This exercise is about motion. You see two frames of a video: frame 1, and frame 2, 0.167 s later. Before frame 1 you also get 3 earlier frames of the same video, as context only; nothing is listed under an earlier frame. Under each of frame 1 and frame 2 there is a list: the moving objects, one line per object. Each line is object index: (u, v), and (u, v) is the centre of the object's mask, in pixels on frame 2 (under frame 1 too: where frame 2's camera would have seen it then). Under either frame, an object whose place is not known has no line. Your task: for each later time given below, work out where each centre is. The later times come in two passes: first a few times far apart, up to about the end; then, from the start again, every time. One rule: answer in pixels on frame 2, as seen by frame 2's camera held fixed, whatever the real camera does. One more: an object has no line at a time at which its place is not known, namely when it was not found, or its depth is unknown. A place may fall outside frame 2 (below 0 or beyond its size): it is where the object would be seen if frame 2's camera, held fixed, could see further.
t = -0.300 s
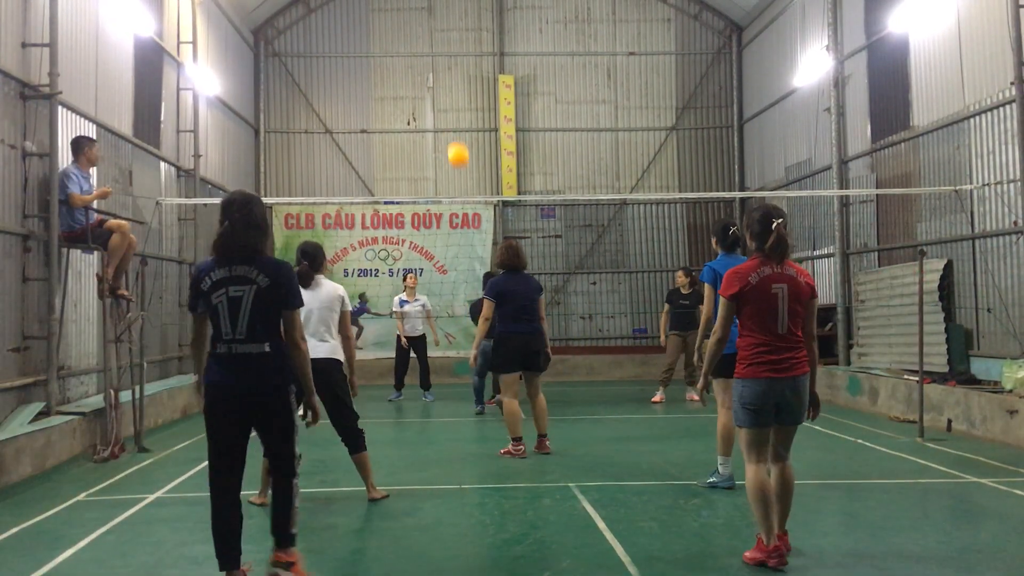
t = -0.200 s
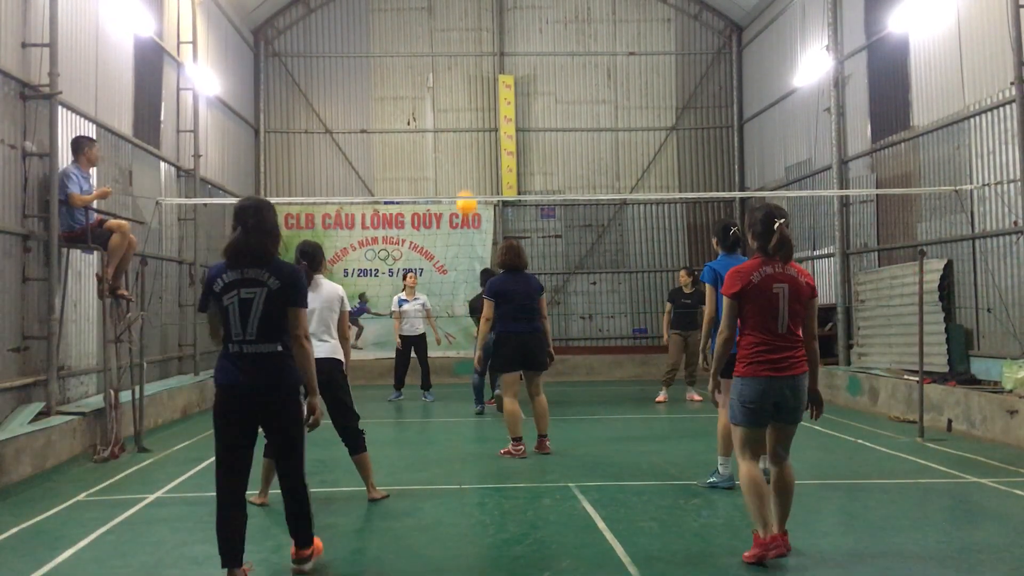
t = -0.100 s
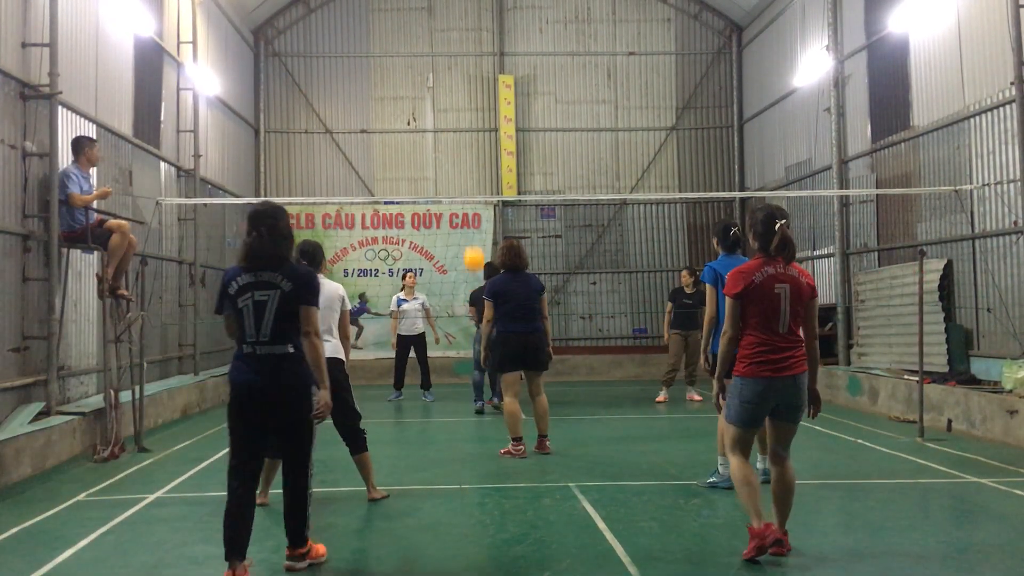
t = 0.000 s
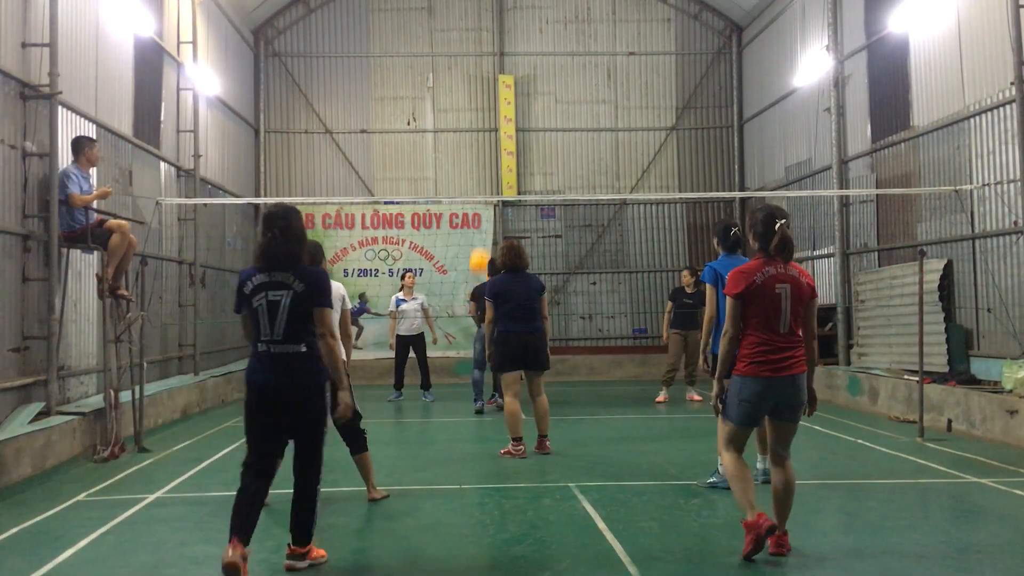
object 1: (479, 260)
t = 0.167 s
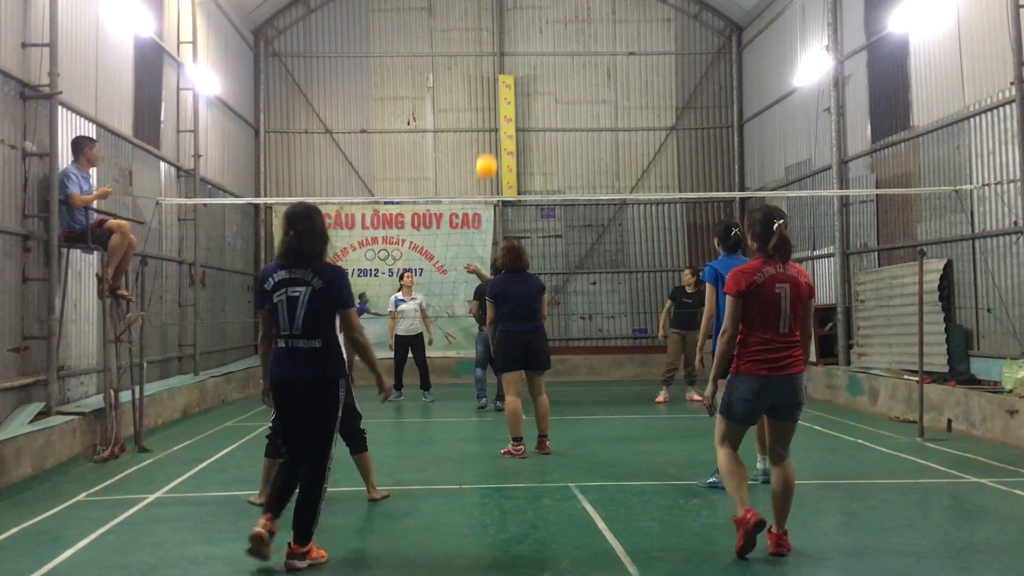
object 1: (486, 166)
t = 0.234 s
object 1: (489, 134)
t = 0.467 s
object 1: (499, 57)
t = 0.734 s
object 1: (512, 27)
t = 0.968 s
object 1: (523, 47)
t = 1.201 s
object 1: (533, 108)
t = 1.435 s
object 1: (543, 209)
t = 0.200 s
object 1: (487, 149)
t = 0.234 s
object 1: (489, 134)
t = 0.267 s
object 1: (490, 120)
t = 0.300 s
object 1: (491, 107)
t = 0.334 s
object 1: (493, 95)
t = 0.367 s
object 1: (494, 84)
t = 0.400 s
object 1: (496, 74)
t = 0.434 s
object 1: (498, 65)
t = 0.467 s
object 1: (499, 57)
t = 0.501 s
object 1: (501, 50)
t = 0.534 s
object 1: (503, 44)
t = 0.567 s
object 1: (504, 39)
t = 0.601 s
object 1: (506, 35)
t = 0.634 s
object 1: (507, 31)
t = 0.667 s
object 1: (509, 29)
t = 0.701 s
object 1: (510, 27)
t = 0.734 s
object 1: (512, 27)
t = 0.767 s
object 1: (513, 27)
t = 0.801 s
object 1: (515, 28)
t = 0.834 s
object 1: (516, 30)
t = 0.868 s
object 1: (518, 33)
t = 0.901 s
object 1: (519, 36)
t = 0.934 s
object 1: (521, 41)
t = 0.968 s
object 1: (523, 47)
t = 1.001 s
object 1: (524, 53)
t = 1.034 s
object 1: (526, 60)
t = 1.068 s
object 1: (527, 68)
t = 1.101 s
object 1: (529, 77)
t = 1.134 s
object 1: (530, 87)
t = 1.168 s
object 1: (532, 97)
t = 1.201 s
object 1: (533, 108)
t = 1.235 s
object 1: (535, 120)
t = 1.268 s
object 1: (536, 133)
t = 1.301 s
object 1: (538, 147)
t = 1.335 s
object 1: (539, 161)
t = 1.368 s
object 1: (541, 175)
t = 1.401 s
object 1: (542, 192)
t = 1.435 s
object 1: (543, 209)
